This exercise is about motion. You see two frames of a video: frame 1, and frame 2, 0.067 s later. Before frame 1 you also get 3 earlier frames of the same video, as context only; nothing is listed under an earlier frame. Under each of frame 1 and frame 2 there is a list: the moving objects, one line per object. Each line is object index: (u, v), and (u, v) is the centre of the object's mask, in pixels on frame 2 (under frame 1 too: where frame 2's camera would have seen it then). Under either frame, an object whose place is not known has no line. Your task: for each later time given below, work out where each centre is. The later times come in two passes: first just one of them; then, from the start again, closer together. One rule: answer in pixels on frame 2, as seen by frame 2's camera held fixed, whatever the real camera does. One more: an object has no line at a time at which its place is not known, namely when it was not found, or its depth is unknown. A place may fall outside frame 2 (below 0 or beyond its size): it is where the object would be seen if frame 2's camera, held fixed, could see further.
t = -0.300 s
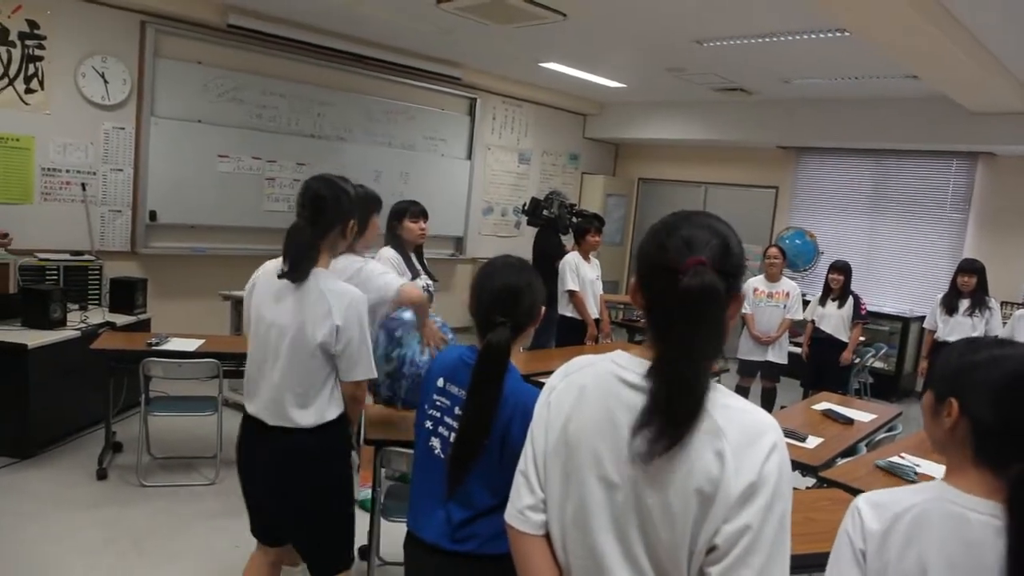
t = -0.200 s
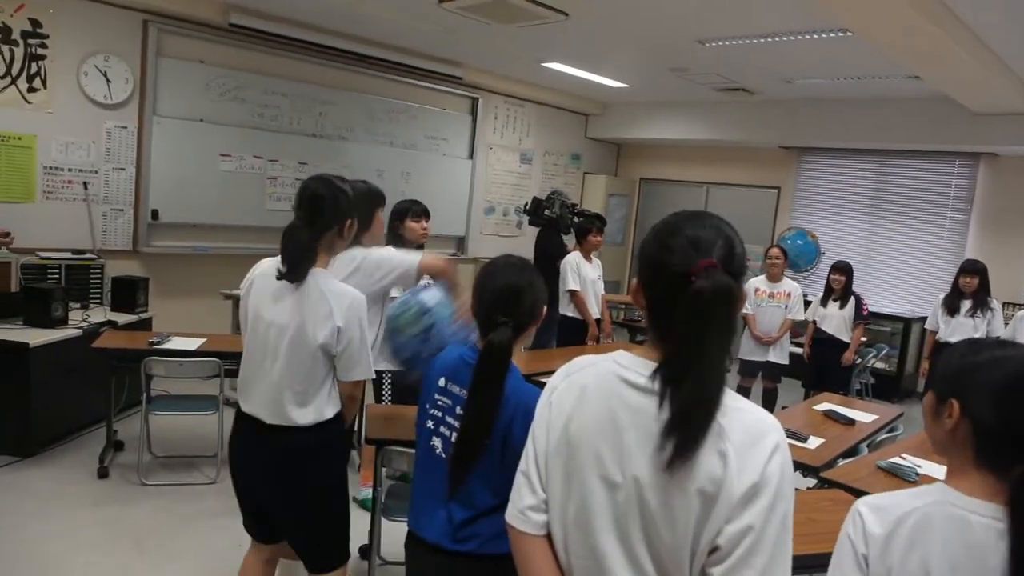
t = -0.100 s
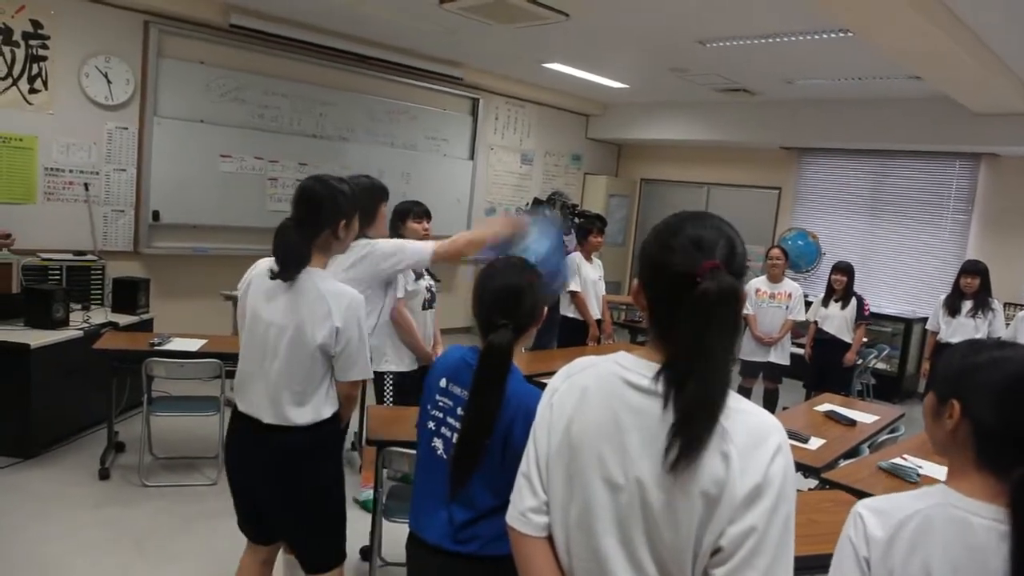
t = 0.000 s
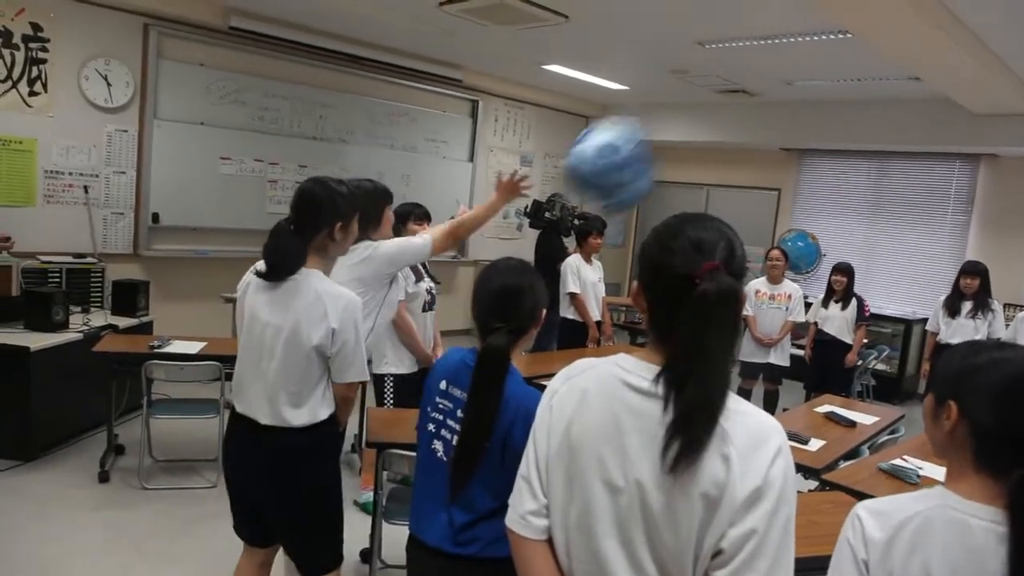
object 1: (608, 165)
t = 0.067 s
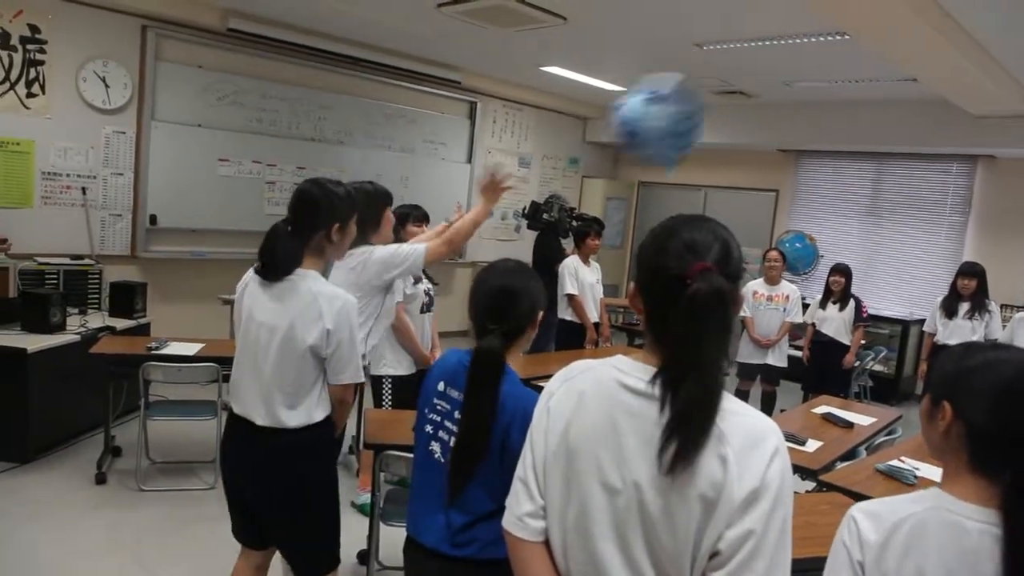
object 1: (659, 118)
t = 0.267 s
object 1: (769, 29)
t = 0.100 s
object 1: (680, 99)
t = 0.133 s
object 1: (702, 82)
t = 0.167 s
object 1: (721, 66)
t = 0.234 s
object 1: (754, 40)
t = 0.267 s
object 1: (769, 29)
